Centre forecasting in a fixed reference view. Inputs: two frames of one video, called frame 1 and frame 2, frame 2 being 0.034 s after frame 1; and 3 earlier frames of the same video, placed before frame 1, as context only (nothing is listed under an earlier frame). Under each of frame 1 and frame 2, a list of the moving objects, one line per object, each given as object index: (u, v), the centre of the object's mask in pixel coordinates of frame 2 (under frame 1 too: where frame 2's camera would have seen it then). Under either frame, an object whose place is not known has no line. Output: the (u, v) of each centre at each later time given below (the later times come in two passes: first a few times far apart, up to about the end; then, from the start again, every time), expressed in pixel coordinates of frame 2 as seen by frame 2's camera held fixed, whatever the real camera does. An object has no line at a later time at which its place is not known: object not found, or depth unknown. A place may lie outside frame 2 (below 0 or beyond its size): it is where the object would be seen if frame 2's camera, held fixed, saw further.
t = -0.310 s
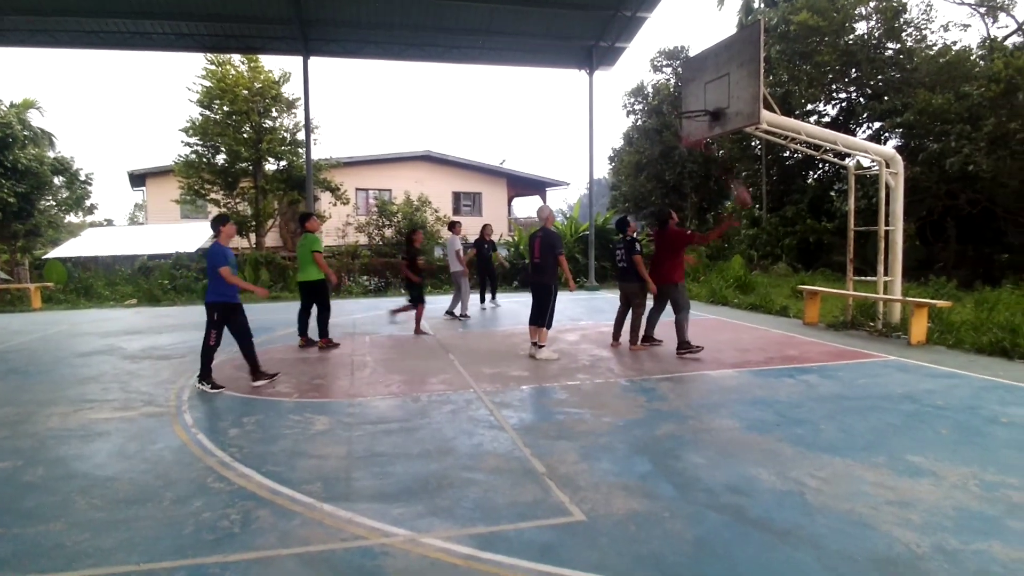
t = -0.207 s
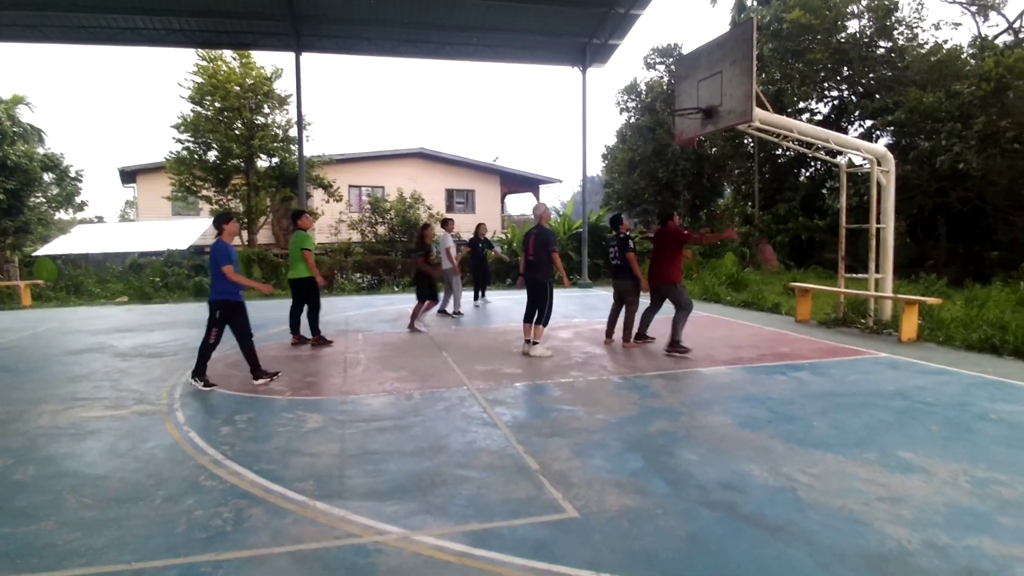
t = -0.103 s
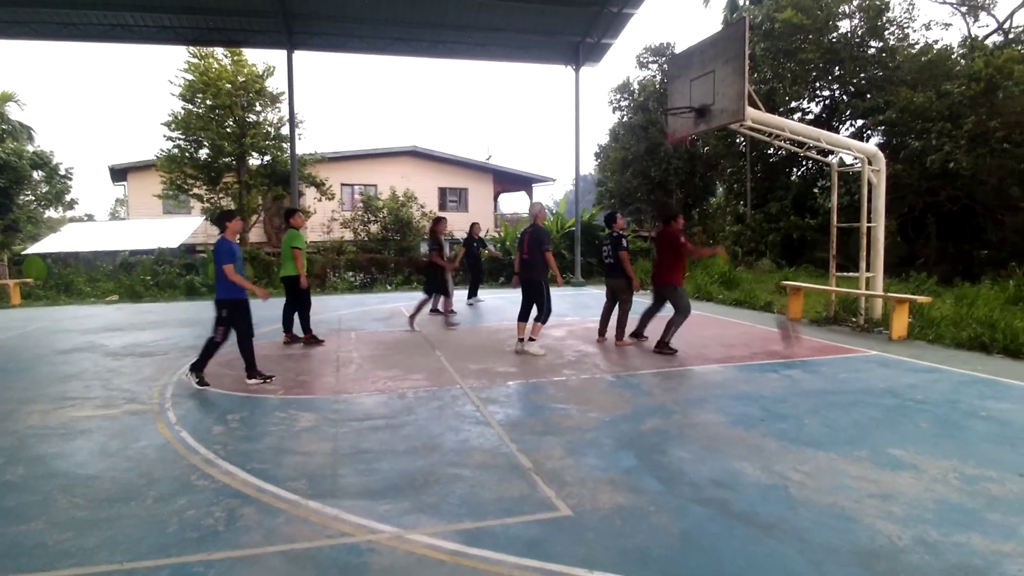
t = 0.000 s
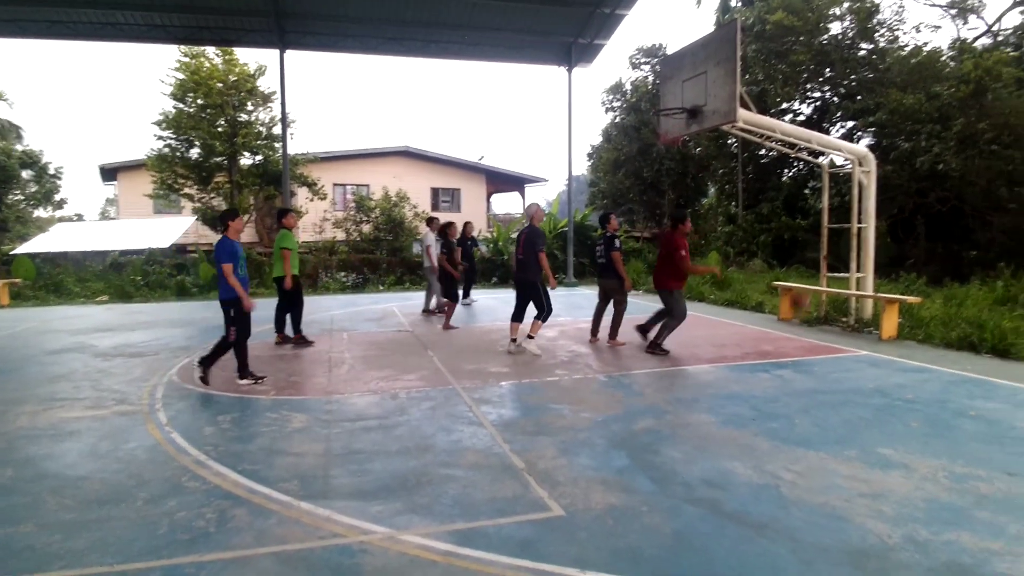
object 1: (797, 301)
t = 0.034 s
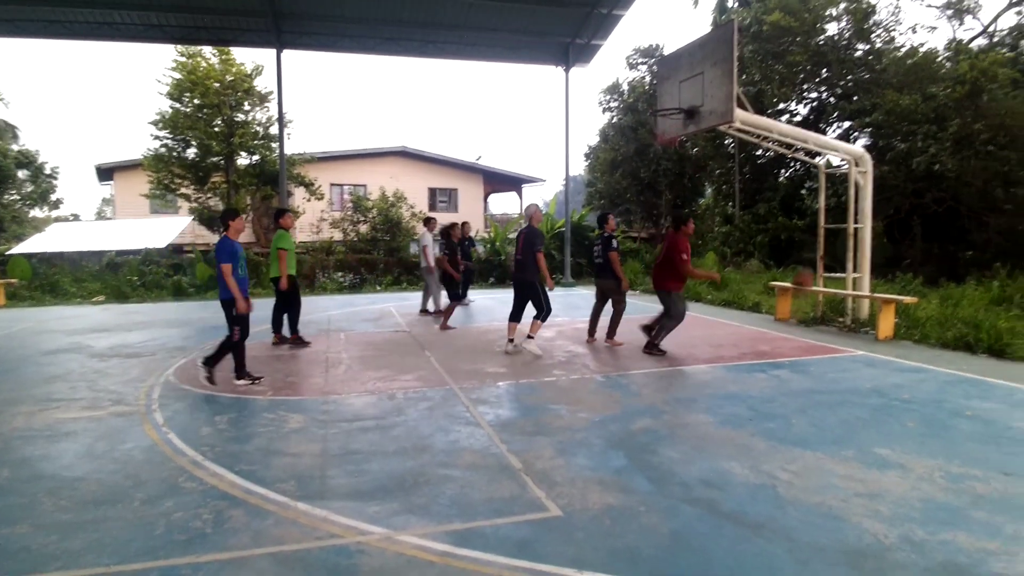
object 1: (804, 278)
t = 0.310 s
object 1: (848, 157)
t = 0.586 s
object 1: (894, 92)
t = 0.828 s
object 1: (942, 90)
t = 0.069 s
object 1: (807, 261)
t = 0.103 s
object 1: (810, 248)
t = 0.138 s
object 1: (819, 231)
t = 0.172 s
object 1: (827, 212)
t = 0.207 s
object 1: (831, 199)
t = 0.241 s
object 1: (836, 185)
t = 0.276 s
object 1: (840, 171)
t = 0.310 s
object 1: (848, 157)
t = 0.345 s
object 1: (854, 144)
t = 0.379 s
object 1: (860, 133)
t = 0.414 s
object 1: (865, 123)
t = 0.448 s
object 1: (871, 115)
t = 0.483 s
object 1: (877, 106)
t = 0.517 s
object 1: (882, 102)
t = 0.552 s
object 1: (889, 95)
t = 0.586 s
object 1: (894, 92)
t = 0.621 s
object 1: (900, 88)
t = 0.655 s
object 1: (908, 85)
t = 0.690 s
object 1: (915, 83)
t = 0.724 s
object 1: (921, 84)
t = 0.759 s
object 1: (929, 84)
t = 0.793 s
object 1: (935, 87)
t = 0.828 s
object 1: (942, 90)
